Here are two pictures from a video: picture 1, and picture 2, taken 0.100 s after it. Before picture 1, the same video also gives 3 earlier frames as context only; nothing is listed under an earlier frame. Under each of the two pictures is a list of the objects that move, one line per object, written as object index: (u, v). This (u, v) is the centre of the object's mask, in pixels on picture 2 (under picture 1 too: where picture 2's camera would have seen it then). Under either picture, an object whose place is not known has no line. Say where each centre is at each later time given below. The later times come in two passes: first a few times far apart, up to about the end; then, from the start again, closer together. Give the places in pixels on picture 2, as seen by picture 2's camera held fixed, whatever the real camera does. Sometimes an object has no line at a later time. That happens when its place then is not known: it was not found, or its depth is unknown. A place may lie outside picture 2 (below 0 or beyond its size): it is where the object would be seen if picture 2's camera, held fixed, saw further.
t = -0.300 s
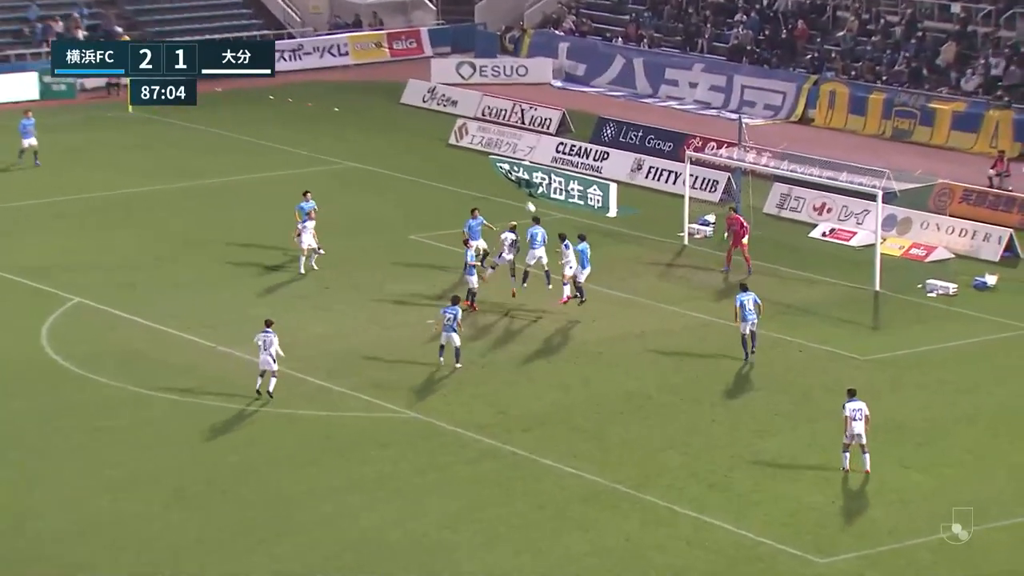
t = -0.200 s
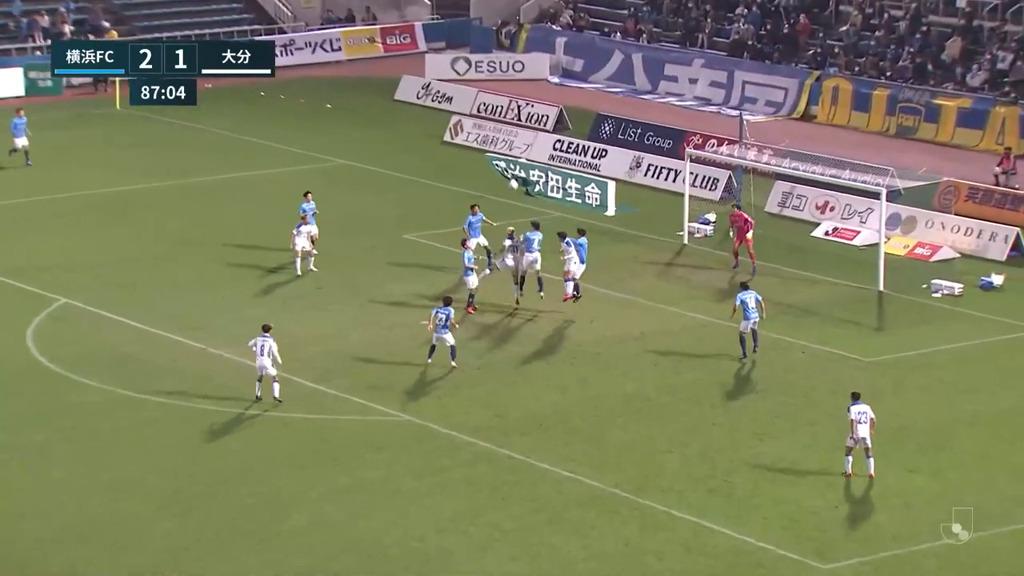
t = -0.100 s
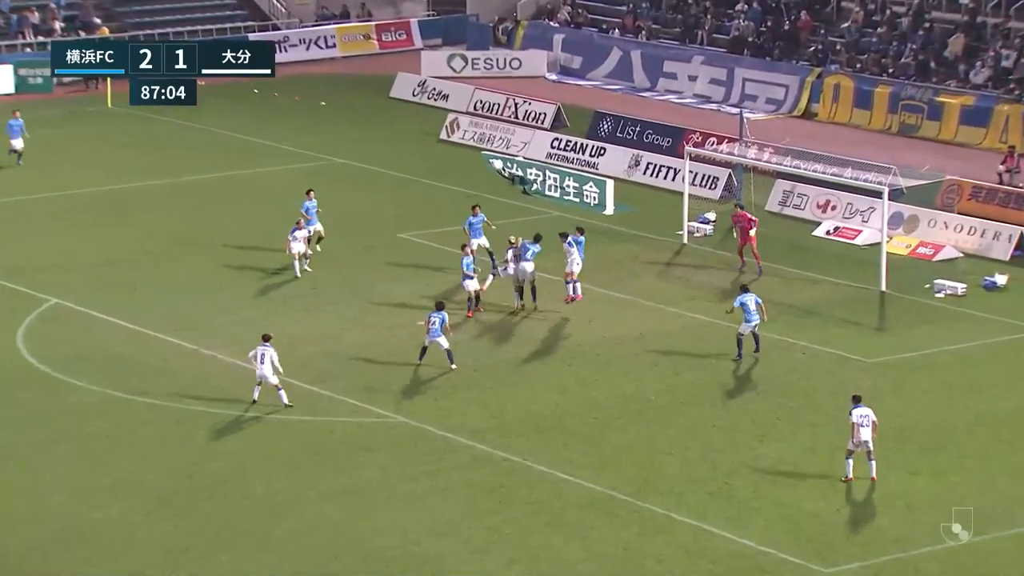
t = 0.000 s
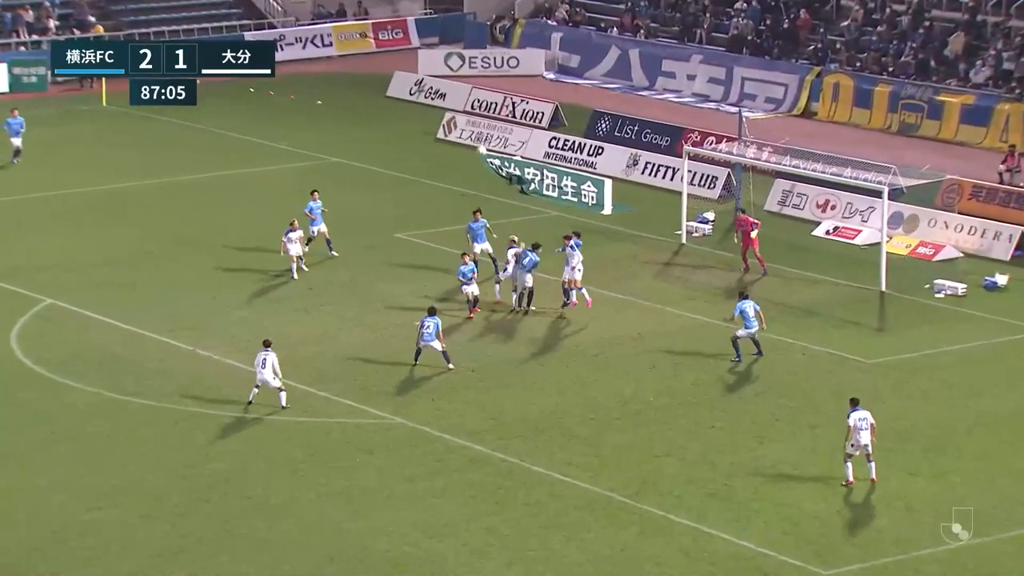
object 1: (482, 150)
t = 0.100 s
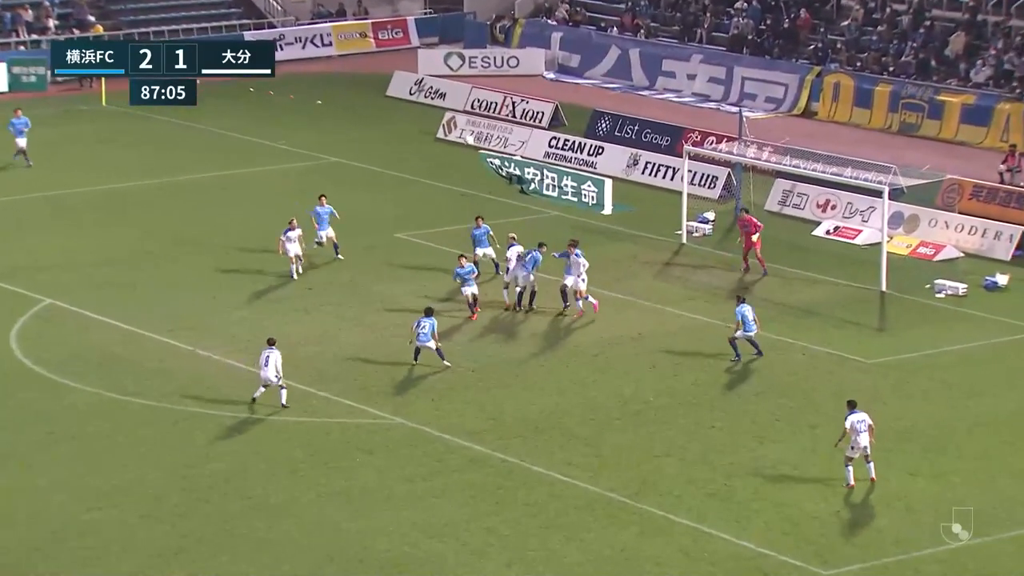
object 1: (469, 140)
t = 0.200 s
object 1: (457, 134)
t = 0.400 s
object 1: (433, 135)
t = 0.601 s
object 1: (411, 154)
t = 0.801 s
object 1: (390, 191)
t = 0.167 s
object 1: (460, 135)
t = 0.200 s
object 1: (457, 134)
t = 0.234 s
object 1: (453, 133)
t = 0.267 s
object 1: (448, 133)
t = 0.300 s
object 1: (445, 133)
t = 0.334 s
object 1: (440, 133)
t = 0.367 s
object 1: (436, 134)
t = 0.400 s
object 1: (433, 135)
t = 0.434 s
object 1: (429, 137)
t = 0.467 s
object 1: (425, 140)
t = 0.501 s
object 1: (422, 143)
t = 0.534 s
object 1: (418, 146)
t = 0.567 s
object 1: (414, 149)
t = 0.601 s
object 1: (411, 154)
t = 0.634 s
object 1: (407, 159)
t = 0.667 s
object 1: (404, 164)
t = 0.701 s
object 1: (401, 170)
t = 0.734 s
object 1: (397, 176)
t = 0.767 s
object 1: (394, 184)
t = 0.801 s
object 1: (390, 191)
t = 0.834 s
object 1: (387, 199)
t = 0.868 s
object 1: (384, 207)
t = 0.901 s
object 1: (381, 216)
